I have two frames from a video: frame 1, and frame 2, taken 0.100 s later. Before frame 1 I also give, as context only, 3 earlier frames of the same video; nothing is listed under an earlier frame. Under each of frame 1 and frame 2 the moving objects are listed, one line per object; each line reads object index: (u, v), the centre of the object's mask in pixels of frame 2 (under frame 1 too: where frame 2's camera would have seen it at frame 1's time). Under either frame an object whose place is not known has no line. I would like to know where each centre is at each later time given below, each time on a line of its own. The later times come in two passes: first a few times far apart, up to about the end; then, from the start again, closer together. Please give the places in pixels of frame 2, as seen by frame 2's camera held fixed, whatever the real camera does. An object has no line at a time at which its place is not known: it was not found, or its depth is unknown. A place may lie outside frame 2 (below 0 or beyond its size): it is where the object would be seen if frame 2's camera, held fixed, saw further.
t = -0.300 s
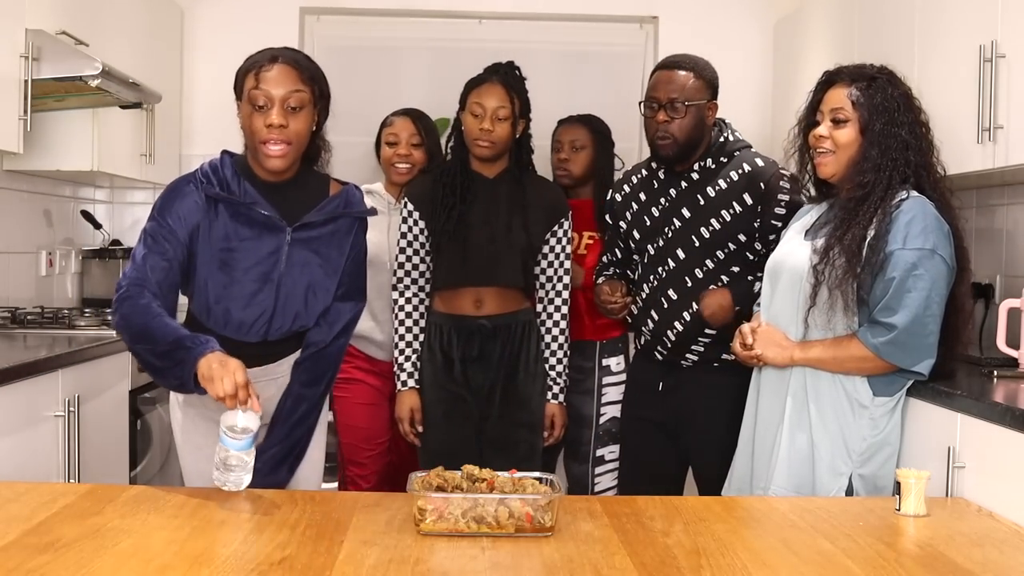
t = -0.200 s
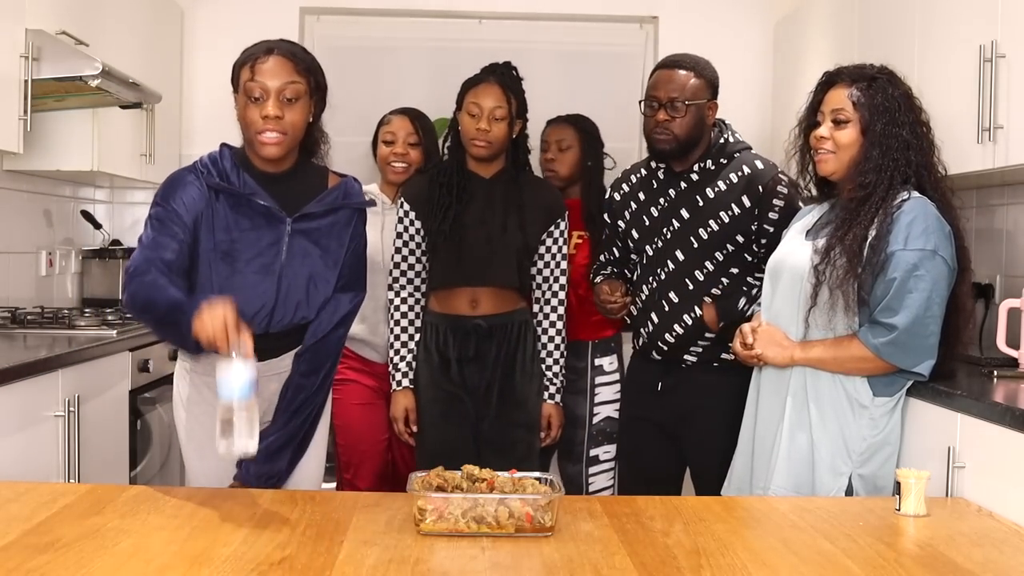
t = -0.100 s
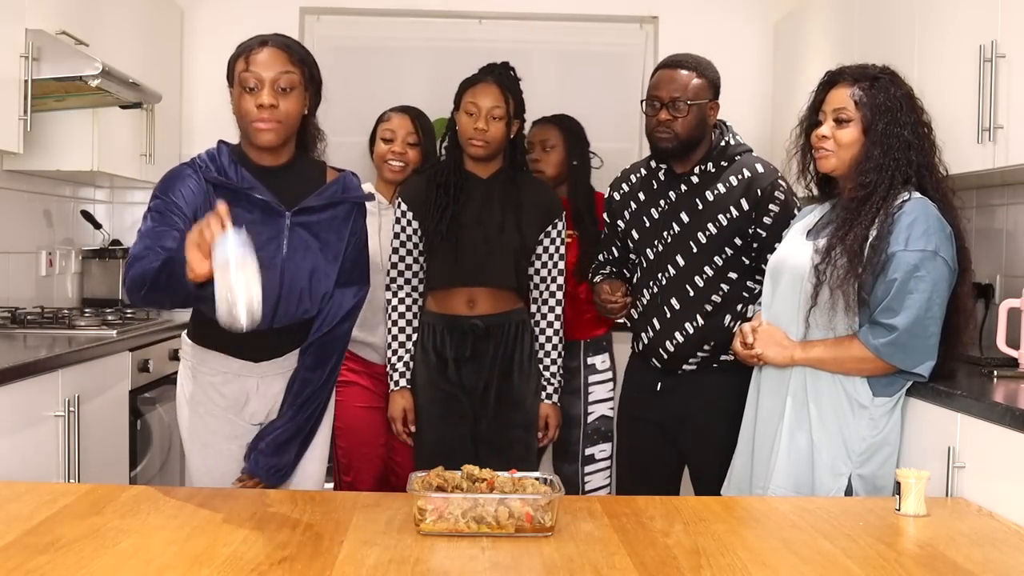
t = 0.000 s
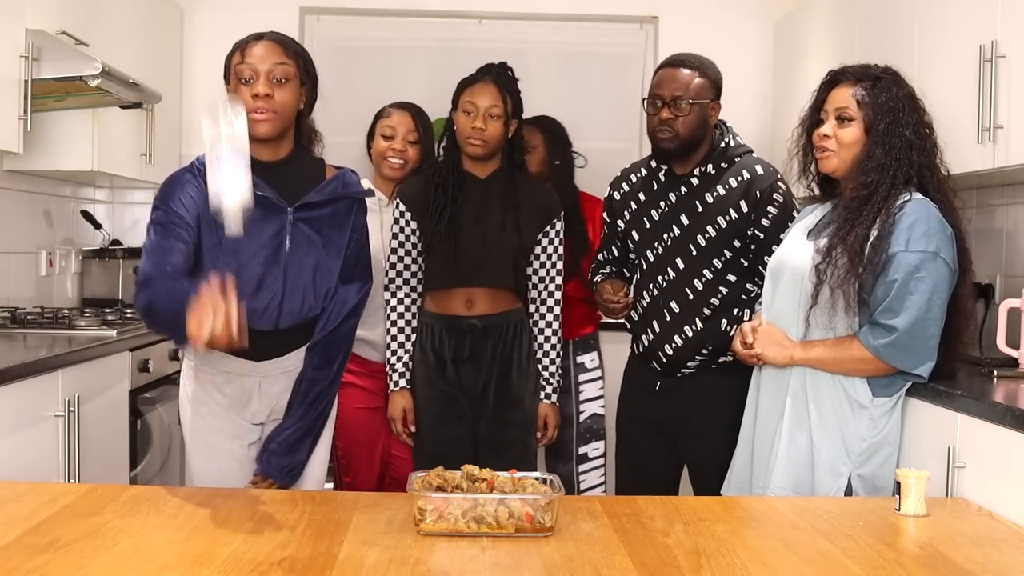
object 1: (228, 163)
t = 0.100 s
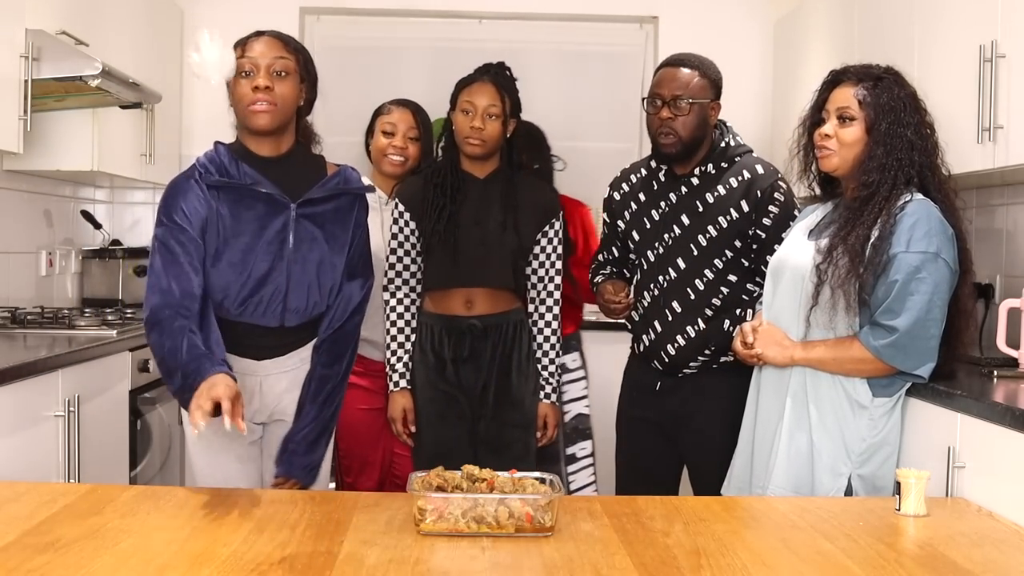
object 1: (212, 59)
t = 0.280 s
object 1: (184, 80)
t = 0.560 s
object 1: (139, 494)
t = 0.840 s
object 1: (113, 493)
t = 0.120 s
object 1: (206, 49)
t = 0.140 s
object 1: (205, 44)
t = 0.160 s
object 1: (202, 41)
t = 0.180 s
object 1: (199, 41)
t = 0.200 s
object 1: (196, 45)
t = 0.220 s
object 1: (194, 50)
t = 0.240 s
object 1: (190, 57)
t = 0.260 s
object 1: (187, 66)
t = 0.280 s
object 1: (184, 80)
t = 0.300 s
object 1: (179, 96)
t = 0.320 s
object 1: (176, 112)
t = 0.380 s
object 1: (167, 187)
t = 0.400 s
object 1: (163, 219)
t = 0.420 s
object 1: (160, 250)
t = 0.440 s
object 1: (158, 287)
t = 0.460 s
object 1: (153, 325)
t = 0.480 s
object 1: (151, 367)
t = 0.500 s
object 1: (148, 412)
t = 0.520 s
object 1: (145, 456)
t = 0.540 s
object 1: (142, 482)
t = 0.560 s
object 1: (139, 494)
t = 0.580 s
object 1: (137, 491)
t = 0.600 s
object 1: (134, 488)
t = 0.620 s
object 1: (132, 488)
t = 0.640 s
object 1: (130, 488)
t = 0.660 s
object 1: (128, 490)
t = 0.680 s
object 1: (125, 493)
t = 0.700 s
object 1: (123, 493)
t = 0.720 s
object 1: (121, 493)
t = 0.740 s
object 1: (120, 493)
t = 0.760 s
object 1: (119, 493)
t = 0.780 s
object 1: (118, 493)
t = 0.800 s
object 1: (116, 493)
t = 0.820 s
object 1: (115, 493)
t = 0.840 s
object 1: (113, 493)
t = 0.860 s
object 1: (112, 493)
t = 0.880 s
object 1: (111, 493)
